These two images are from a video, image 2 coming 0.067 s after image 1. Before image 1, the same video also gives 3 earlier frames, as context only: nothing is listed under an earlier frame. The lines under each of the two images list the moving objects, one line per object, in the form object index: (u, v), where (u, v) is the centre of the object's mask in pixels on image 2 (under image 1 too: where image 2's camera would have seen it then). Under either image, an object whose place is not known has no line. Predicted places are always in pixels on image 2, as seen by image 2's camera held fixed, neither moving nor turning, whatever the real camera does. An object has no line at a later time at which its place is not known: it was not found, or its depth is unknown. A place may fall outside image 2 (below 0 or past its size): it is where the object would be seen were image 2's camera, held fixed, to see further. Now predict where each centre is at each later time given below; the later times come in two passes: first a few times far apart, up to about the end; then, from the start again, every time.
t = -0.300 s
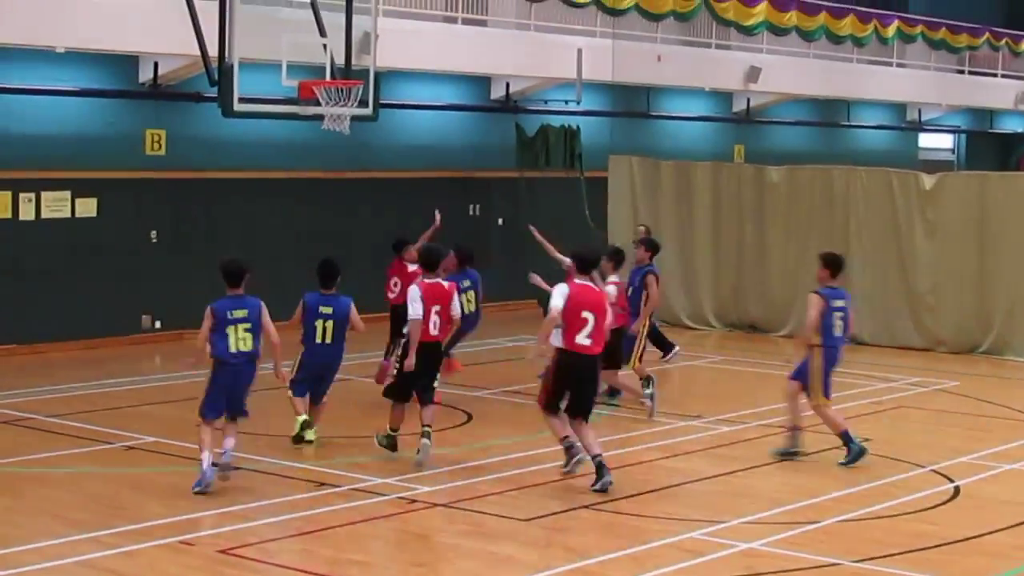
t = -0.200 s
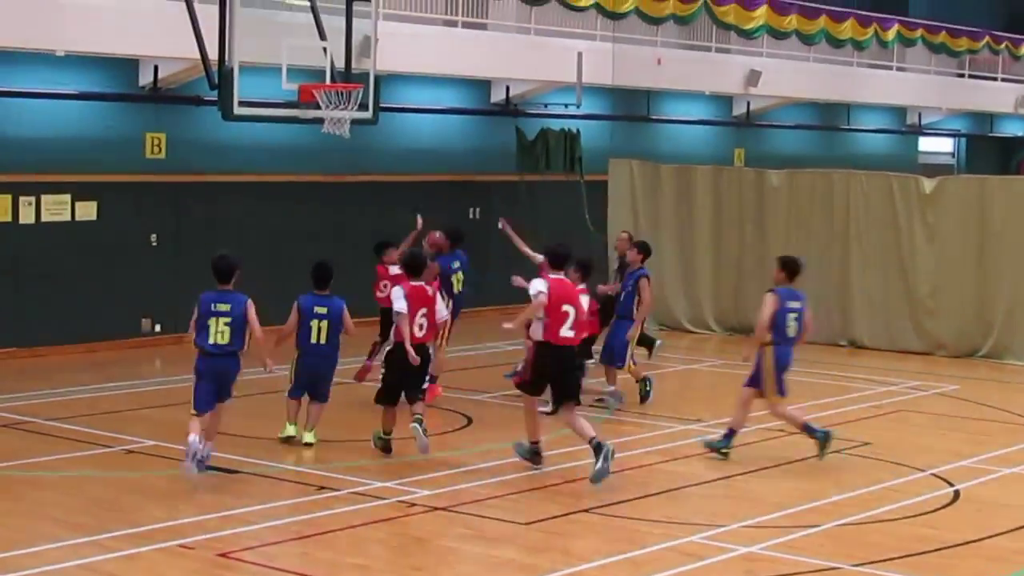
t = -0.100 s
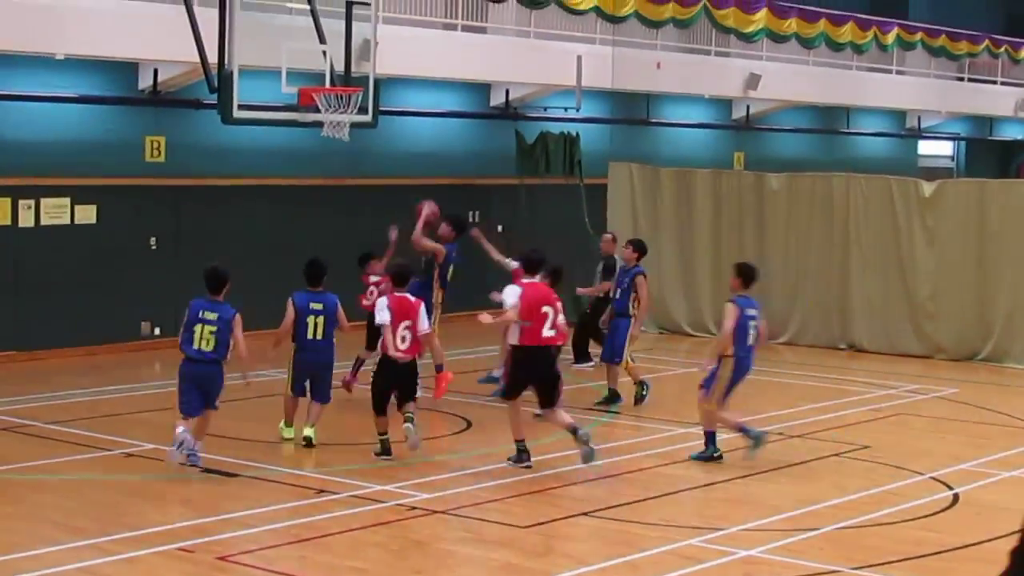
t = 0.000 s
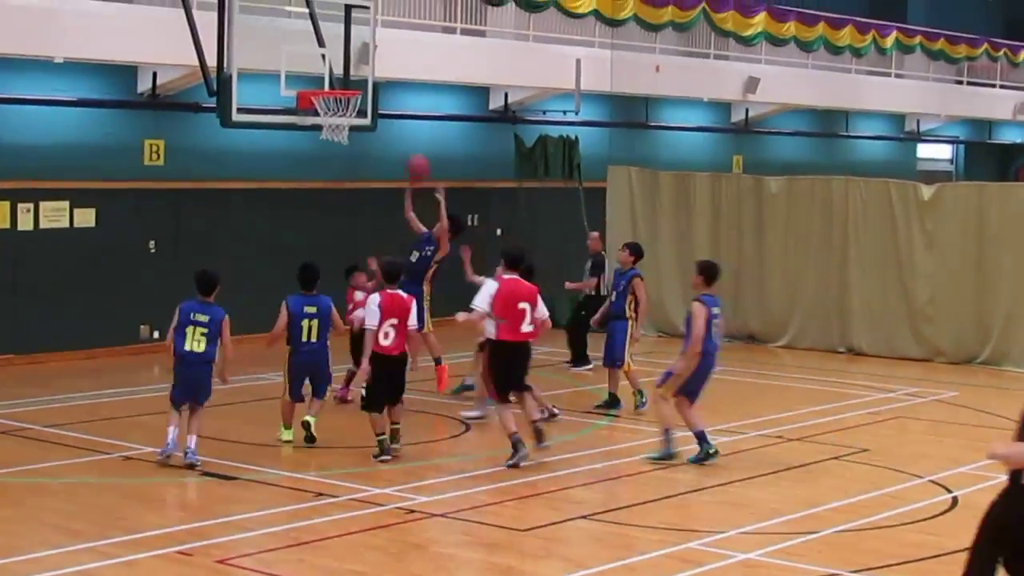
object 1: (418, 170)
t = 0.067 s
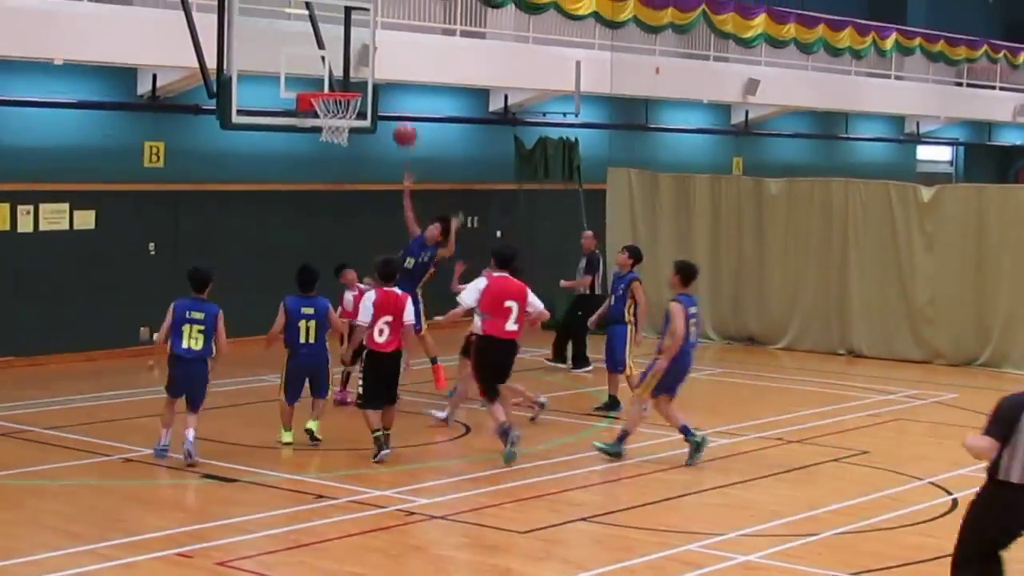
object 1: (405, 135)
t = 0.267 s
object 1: (366, 54)
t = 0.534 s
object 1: (323, 10)
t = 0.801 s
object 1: (308, 49)
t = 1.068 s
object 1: (268, 75)
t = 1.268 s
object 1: (260, 100)
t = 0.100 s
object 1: (399, 118)
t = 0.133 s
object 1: (393, 103)
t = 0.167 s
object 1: (386, 89)
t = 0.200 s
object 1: (380, 76)
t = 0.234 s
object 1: (373, 64)
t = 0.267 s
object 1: (366, 54)
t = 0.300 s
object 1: (360, 44)
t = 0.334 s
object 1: (353, 36)
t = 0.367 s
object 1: (346, 28)
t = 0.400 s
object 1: (339, 22)
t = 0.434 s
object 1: (333, 16)
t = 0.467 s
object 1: (326, 12)
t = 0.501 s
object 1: (324, 10)
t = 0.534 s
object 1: (323, 10)
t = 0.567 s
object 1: (322, 10)
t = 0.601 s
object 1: (319, 12)
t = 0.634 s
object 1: (317, 15)
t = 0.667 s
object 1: (315, 19)
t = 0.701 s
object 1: (313, 25)
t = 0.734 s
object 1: (311, 31)
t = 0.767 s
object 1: (310, 39)
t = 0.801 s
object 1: (308, 49)
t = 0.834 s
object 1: (306, 59)
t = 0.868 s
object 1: (304, 70)
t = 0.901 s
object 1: (302, 81)
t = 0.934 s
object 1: (295, 79)
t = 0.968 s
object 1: (286, 76)
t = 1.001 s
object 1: (278, 75)
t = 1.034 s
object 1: (270, 75)
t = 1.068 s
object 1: (268, 75)
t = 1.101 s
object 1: (267, 76)
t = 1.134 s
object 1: (266, 78)
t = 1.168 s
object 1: (264, 81)
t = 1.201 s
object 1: (263, 87)
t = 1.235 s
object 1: (261, 92)
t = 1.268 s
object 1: (260, 100)
